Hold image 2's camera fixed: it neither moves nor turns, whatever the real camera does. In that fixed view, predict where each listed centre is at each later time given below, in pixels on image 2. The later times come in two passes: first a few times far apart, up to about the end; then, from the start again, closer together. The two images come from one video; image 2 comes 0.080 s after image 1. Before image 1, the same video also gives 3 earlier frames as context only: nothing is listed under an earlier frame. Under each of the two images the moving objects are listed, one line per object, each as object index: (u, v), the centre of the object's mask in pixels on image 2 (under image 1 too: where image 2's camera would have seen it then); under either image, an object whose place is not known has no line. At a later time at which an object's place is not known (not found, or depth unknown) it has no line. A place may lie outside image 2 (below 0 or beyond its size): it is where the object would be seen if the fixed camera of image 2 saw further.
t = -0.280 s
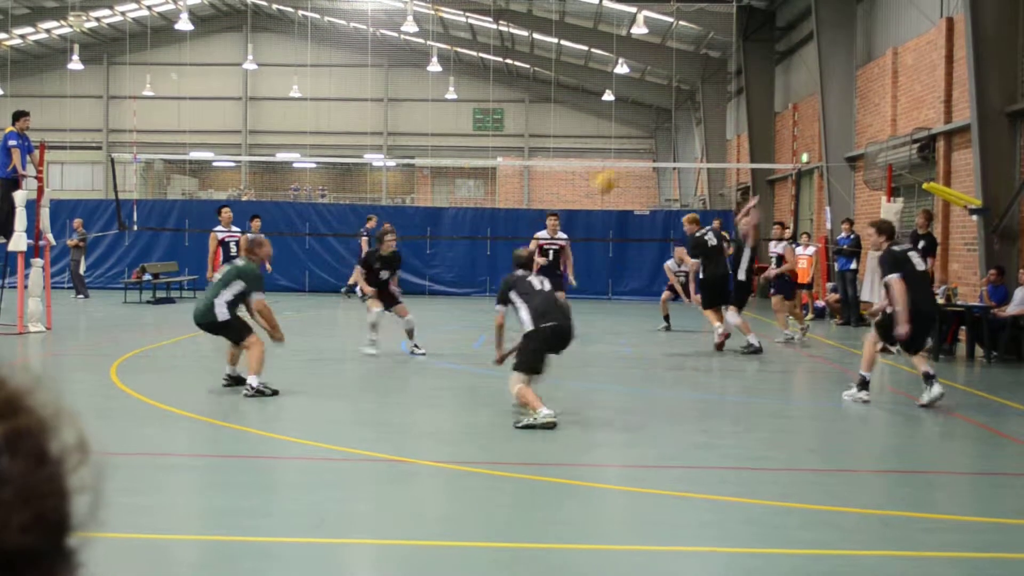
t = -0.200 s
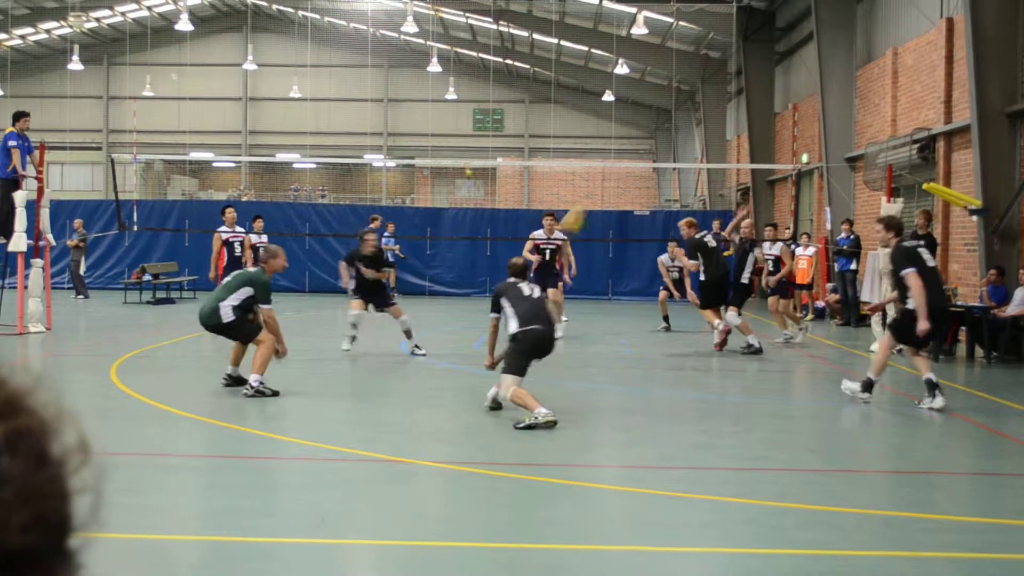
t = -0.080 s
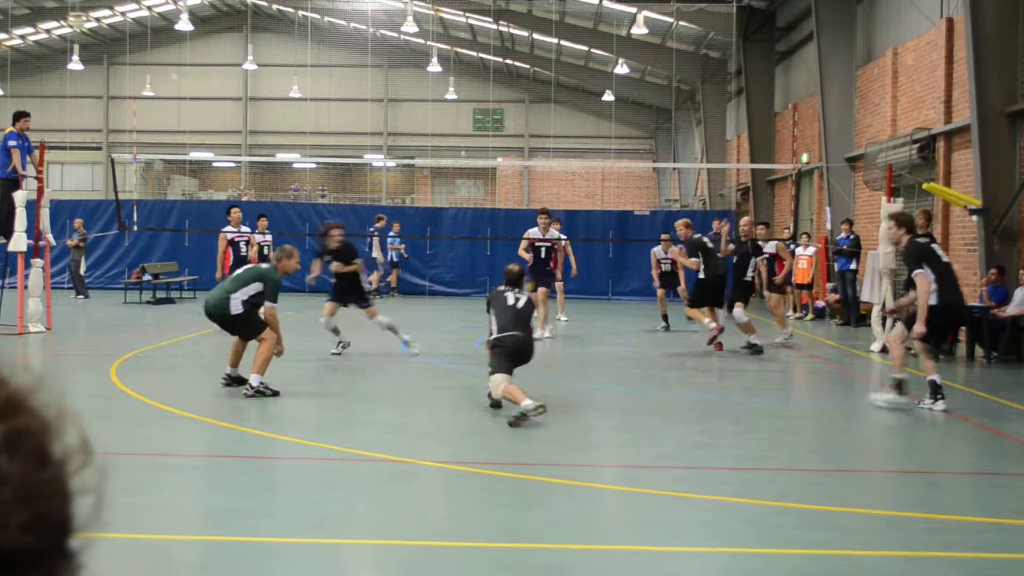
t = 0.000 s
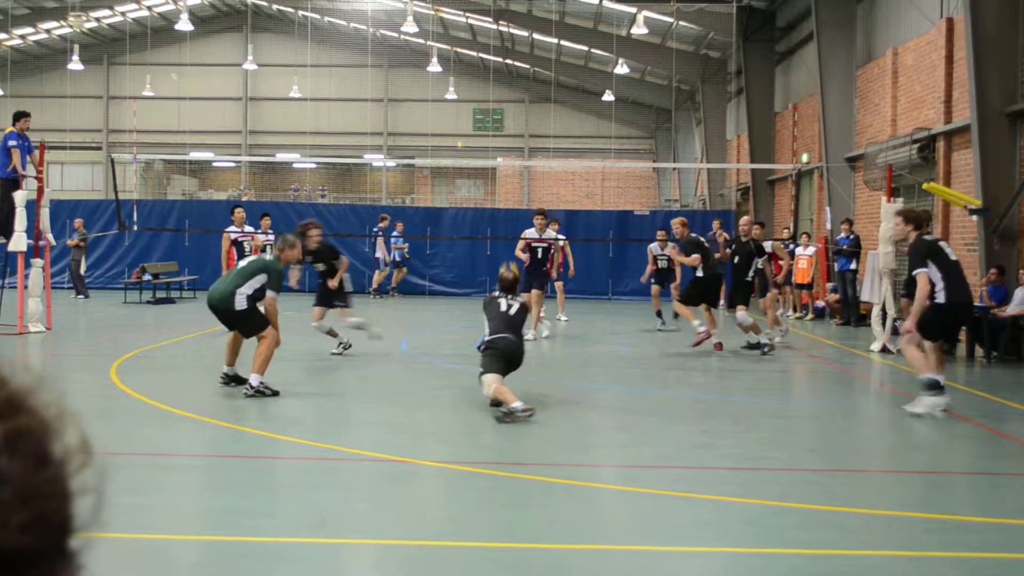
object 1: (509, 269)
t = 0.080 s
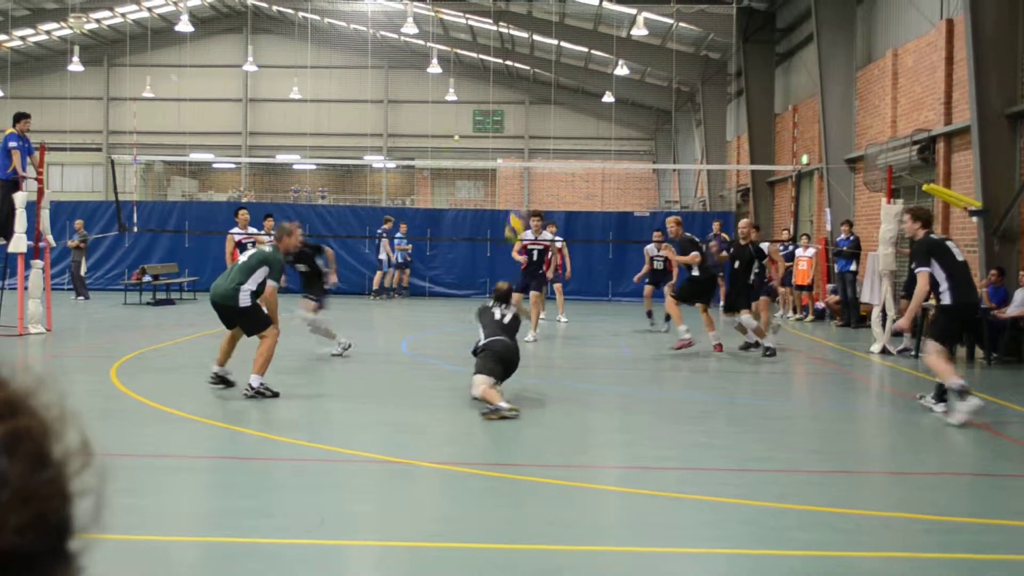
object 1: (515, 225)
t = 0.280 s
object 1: (536, 114)
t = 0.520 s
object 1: (553, 46)
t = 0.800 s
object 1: (567, 35)
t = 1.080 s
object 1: (579, 84)
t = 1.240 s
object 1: (586, 134)
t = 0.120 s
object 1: (522, 195)
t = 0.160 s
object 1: (525, 175)
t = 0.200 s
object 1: (528, 153)
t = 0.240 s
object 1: (533, 130)
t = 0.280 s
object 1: (536, 114)
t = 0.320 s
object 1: (538, 99)
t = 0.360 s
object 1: (541, 85)
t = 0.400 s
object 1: (545, 73)
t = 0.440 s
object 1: (546, 62)
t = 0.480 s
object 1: (550, 54)
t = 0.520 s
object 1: (553, 46)
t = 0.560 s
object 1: (555, 41)
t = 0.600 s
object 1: (558, 36)
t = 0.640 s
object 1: (560, 33)
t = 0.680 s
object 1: (562, 32)
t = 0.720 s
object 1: (564, 32)
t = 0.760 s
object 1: (566, 33)
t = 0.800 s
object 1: (567, 35)
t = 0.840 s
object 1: (570, 39)
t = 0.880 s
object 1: (571, 43)
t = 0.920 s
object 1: (573, 50)
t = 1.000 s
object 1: (576, 64)
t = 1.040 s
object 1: (578, 75)
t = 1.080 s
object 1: (579, 84)
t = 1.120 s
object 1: (581, 95)
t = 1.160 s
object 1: (581, 107)
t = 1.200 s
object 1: (584, 121)
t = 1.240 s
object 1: (586, 134)
